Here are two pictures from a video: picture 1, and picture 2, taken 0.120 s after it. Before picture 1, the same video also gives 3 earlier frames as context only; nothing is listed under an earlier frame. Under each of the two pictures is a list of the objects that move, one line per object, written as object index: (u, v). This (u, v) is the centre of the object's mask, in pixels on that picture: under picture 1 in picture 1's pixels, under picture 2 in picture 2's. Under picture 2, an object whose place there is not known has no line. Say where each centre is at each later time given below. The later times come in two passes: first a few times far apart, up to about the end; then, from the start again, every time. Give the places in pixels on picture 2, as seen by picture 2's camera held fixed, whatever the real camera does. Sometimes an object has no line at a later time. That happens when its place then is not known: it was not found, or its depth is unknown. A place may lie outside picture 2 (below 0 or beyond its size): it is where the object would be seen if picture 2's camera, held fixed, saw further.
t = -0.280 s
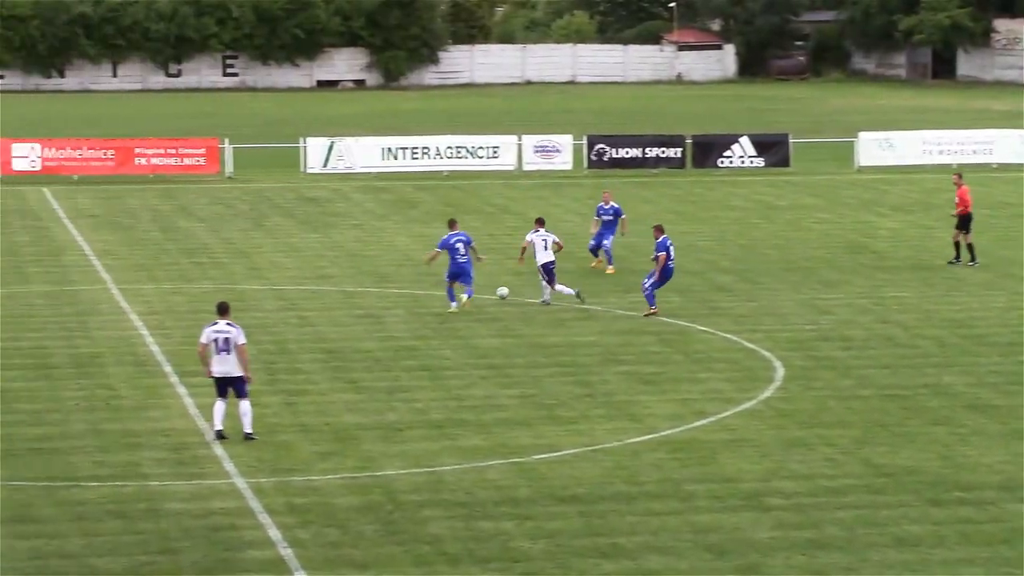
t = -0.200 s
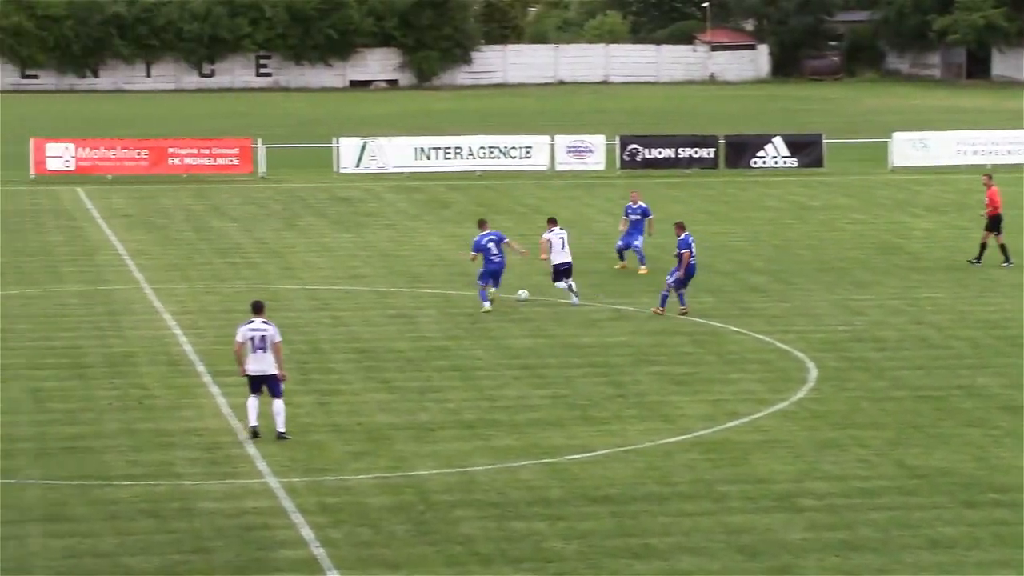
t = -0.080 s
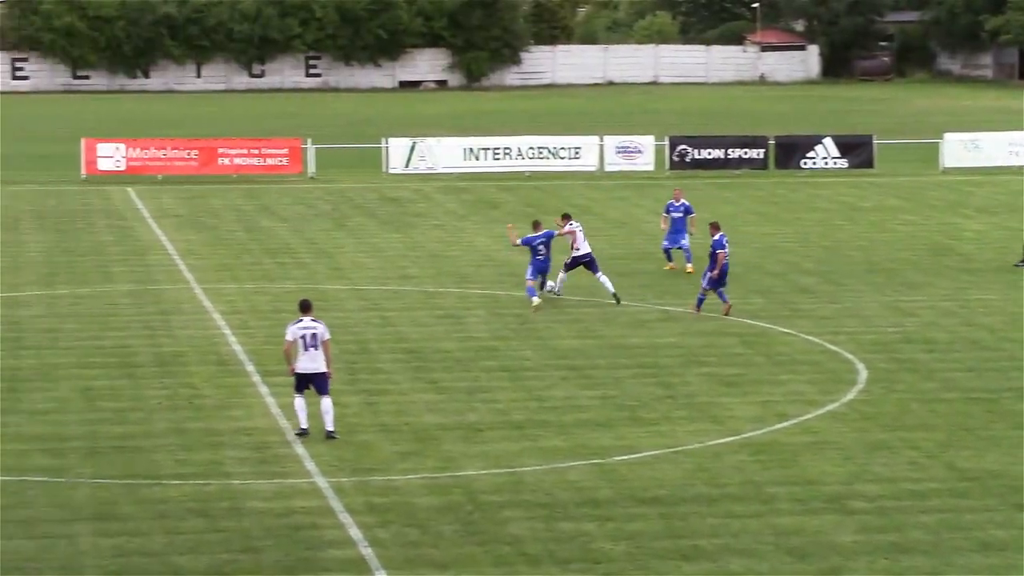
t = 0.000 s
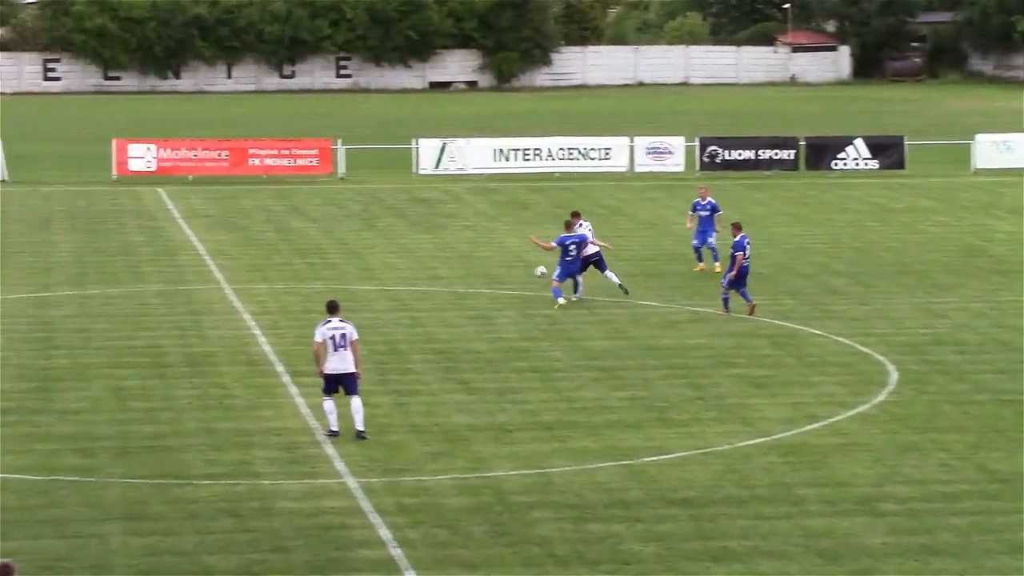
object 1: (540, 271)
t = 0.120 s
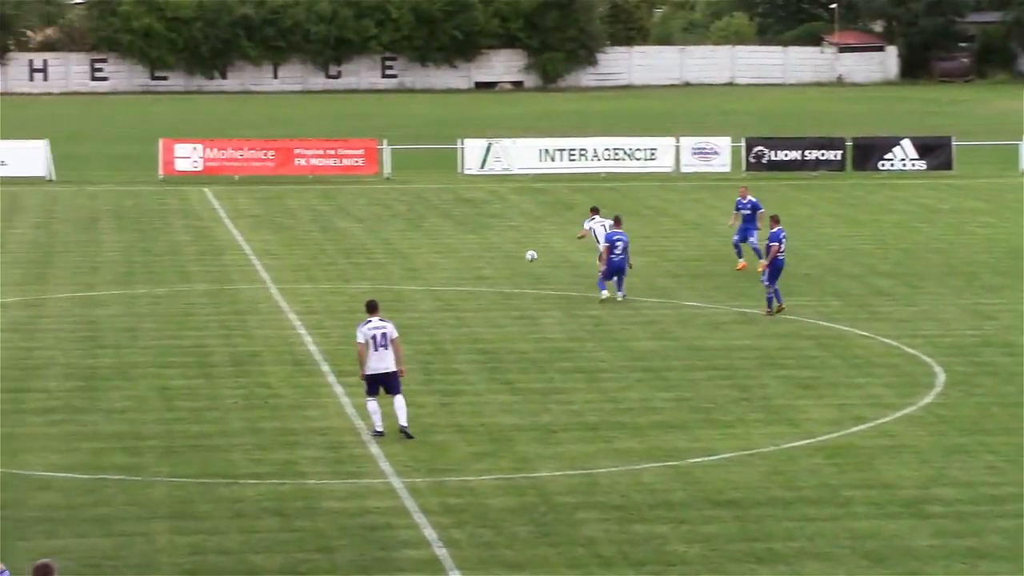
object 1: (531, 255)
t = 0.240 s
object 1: (481, 248)
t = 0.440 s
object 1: (398, 248)
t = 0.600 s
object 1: (334, 261)
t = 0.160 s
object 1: (516, 252)
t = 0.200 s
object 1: (498, 250)
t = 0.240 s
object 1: (481, 248)
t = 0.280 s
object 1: (464, 246)
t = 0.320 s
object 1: (447, 246)
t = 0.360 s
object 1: (431, 246)
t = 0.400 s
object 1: (414, 246)
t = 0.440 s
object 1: (398, 248)
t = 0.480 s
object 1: (382, 250)
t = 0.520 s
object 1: (366, 253)
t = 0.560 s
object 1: (350, 257)
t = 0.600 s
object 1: (334, 261)
